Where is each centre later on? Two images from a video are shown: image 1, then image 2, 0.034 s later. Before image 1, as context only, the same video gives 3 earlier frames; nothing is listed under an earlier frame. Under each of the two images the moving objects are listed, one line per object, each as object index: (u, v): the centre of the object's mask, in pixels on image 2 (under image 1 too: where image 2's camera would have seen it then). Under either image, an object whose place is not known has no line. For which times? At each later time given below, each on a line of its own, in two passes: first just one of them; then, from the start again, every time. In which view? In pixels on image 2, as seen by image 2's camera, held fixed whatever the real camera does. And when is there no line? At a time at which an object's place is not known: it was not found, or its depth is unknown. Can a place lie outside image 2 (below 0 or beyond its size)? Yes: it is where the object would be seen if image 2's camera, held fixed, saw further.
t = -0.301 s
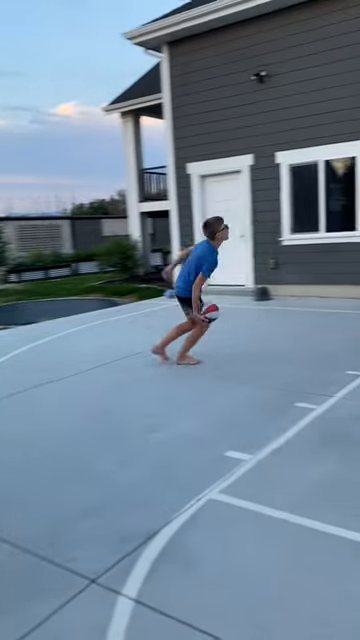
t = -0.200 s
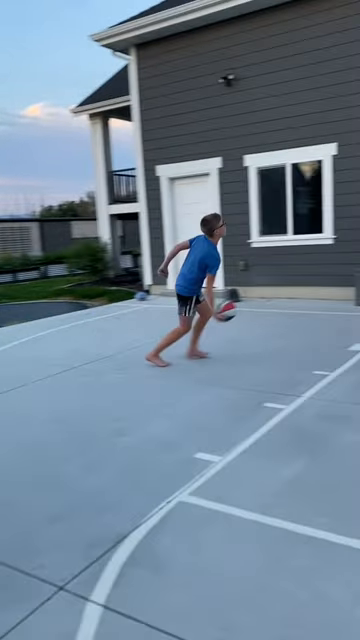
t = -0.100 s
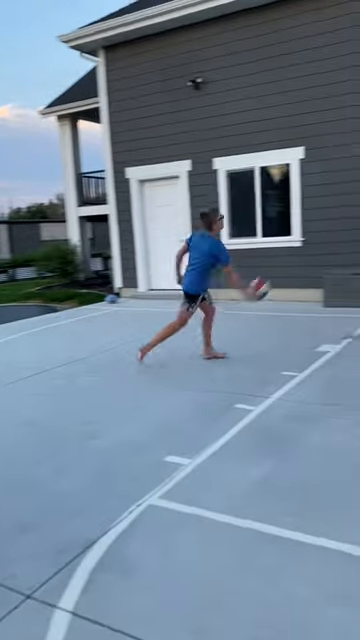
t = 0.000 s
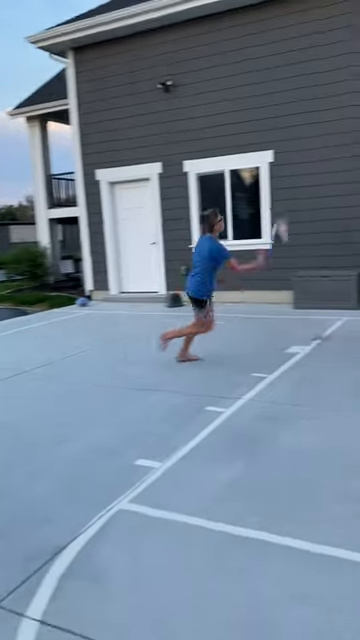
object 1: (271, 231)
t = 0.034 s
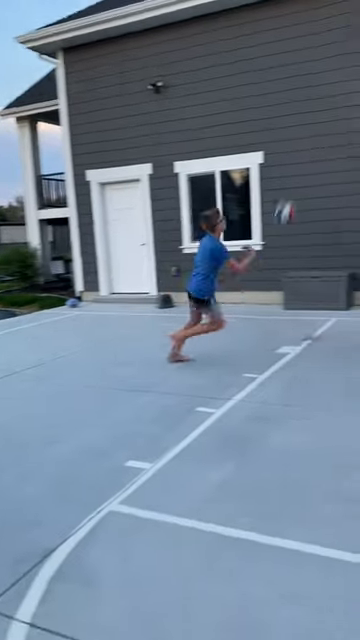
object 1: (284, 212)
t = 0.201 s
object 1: (349, 130)
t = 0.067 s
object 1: (299, 193)
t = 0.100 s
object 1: (311, 174)
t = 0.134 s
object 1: (324, 157)
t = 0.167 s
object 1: (337, 144)
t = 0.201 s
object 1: (349, 130)
